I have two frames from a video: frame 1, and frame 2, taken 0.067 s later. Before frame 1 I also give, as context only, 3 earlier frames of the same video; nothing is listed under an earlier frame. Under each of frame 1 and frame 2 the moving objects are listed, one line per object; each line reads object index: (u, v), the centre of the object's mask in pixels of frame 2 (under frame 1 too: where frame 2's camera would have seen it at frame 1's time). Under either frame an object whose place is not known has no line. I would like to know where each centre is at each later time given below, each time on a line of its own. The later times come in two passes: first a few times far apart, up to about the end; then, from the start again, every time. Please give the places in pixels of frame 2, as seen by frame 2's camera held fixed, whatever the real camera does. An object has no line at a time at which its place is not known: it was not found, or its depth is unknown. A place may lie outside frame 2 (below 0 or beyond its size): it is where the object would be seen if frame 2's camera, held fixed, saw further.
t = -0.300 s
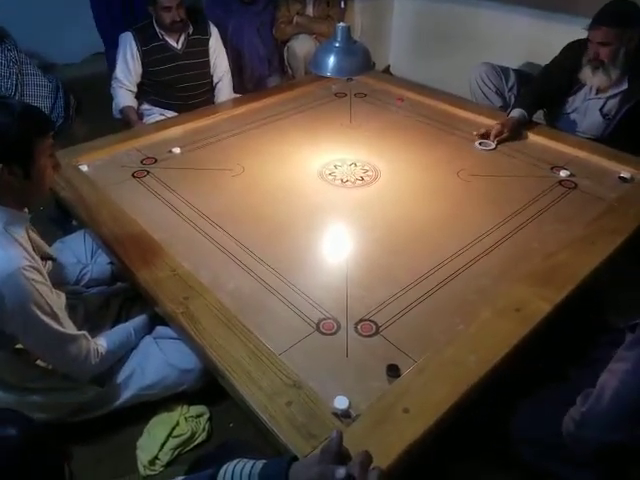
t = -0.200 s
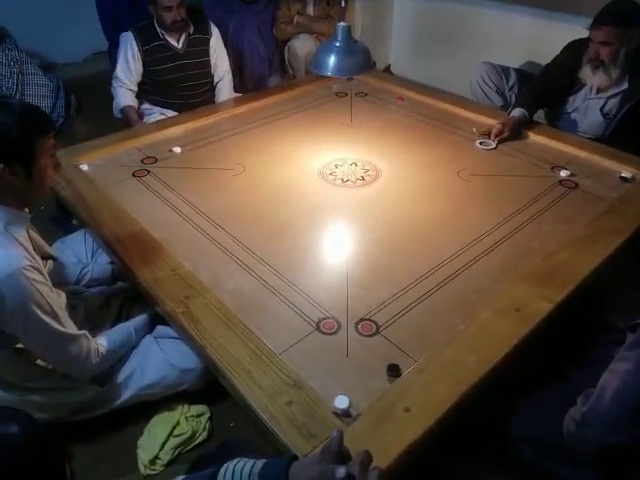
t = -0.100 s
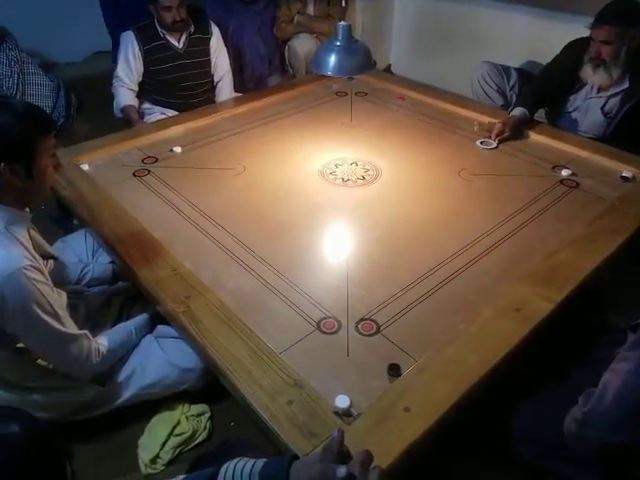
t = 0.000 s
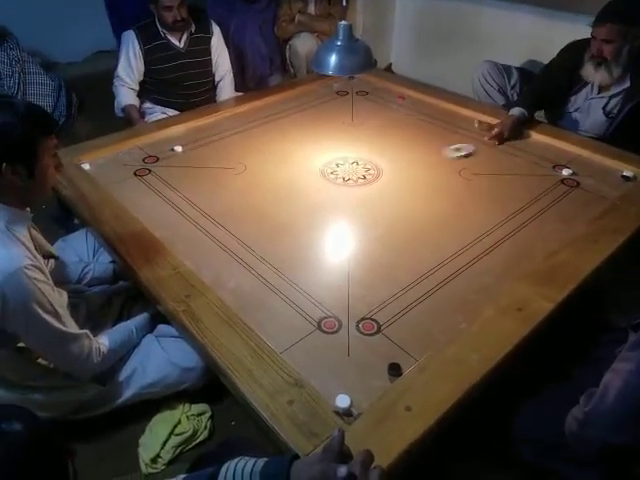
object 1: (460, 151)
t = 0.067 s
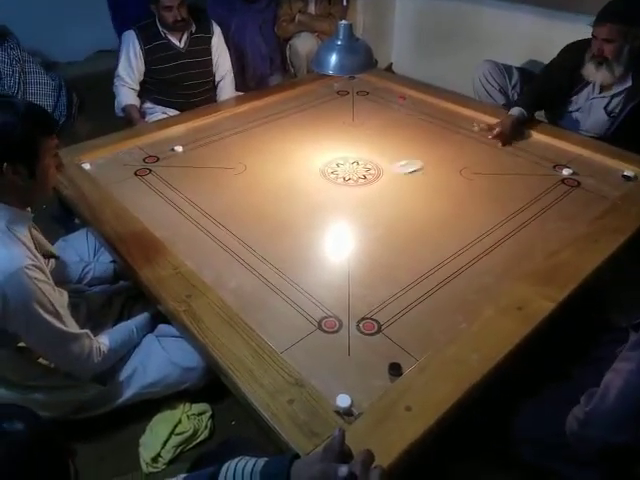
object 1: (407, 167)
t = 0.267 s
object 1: (225, 219)
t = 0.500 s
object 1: (274, 174)
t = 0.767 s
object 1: (369, 119)
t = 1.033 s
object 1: (407, 101)
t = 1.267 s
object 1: (397, 108)
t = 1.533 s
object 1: (392, 113)
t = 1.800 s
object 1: (392, 113)
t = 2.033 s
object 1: (392, 113)
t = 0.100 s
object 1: (379, 175)
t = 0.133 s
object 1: (351, 183)
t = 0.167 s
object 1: (320, 192)
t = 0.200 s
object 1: (290, 201)
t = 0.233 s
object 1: (259, 210)
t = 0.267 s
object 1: (225, 219)
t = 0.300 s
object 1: (191, 229)
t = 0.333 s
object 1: (178, 230)
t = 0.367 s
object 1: (201, 217)
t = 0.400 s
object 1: (220, 205)
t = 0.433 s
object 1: (239, 194)
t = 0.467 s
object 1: (258, 184)
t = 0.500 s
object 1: (274, 174)
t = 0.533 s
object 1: (289, 166)
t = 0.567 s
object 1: (301, 157)
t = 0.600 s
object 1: (315, 150)
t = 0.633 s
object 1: (328, 143)
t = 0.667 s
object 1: (339, 136)
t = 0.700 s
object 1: (350, 130)
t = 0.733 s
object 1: (360, 124)
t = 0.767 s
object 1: (369, 119)
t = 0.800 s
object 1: (378, 113)
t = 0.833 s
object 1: (386, 108)
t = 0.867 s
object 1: (393, 103)
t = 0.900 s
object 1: (400, 99)
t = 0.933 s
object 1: (404, 99)
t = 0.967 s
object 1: (407, 99)
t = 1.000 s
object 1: (408, 99)
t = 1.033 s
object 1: (407, 101)
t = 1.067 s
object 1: (405, 101)
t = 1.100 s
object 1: (404, 103)
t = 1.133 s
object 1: (403, 104)
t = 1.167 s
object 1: (402, 105)
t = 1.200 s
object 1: (400, 106)
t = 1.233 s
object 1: (399, 107)
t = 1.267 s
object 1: (397, 108)
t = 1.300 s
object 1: (396, 110)
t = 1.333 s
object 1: (395, 111)
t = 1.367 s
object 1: (395, 111)
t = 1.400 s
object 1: (394, 111)
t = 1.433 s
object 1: (393, 112)
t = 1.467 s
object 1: (393, 112)
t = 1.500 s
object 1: (392, 112)
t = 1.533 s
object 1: (392, 113)
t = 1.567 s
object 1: (392, 113)
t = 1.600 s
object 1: (392, 113)
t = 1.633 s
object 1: (392, 113)
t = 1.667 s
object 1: (392, 113)
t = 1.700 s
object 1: (392, 113)
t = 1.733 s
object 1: (392, 113)
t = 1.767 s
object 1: (392, 113)
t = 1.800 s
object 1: (392, 113)
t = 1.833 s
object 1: (392, 113)
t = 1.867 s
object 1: (392, 113)
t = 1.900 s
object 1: (392, 113)
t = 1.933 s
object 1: (392, 113)
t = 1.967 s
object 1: (392, 113)
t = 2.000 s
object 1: (392, 113)
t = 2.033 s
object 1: (392, 113)
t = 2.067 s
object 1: (392, 113)
